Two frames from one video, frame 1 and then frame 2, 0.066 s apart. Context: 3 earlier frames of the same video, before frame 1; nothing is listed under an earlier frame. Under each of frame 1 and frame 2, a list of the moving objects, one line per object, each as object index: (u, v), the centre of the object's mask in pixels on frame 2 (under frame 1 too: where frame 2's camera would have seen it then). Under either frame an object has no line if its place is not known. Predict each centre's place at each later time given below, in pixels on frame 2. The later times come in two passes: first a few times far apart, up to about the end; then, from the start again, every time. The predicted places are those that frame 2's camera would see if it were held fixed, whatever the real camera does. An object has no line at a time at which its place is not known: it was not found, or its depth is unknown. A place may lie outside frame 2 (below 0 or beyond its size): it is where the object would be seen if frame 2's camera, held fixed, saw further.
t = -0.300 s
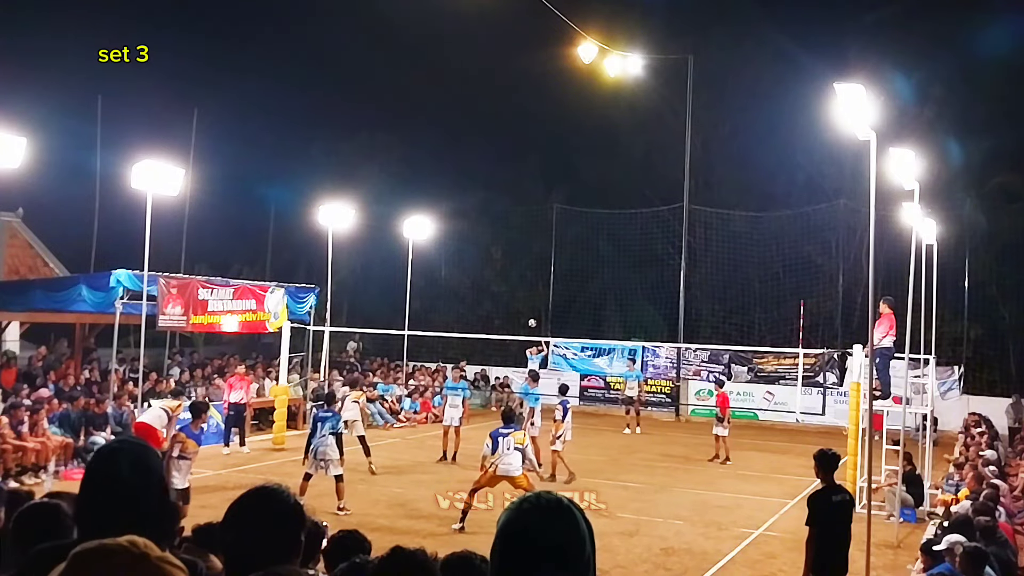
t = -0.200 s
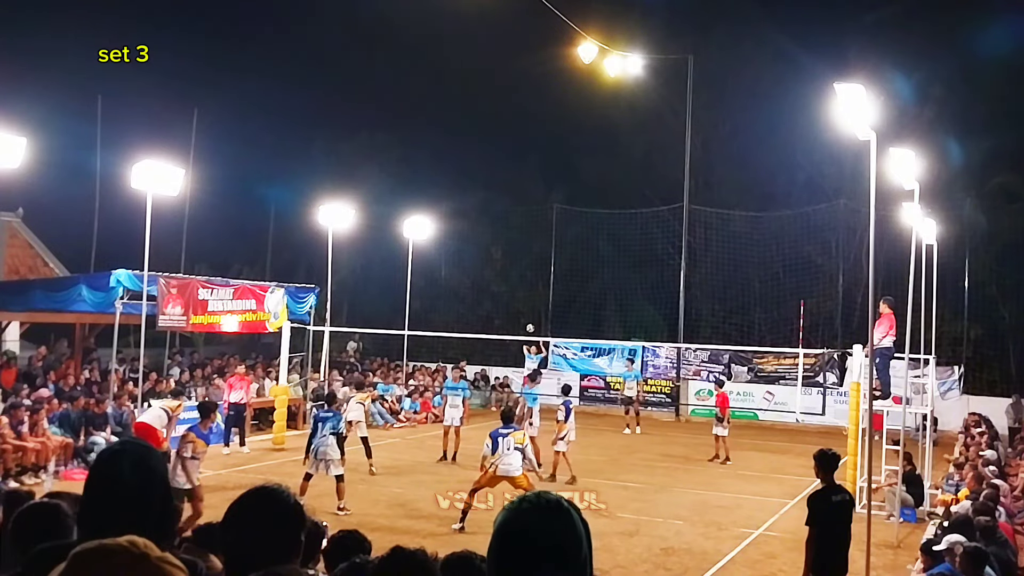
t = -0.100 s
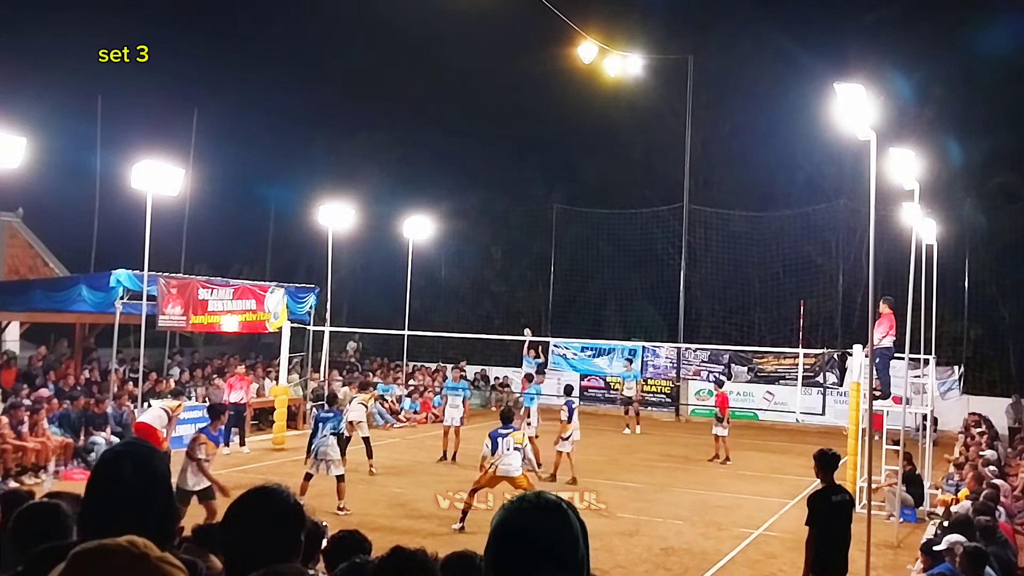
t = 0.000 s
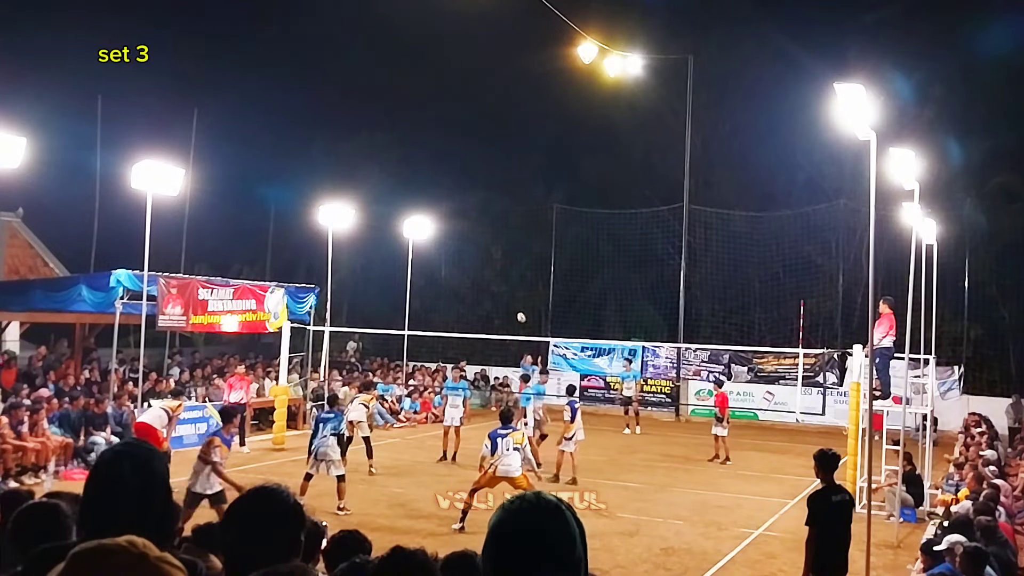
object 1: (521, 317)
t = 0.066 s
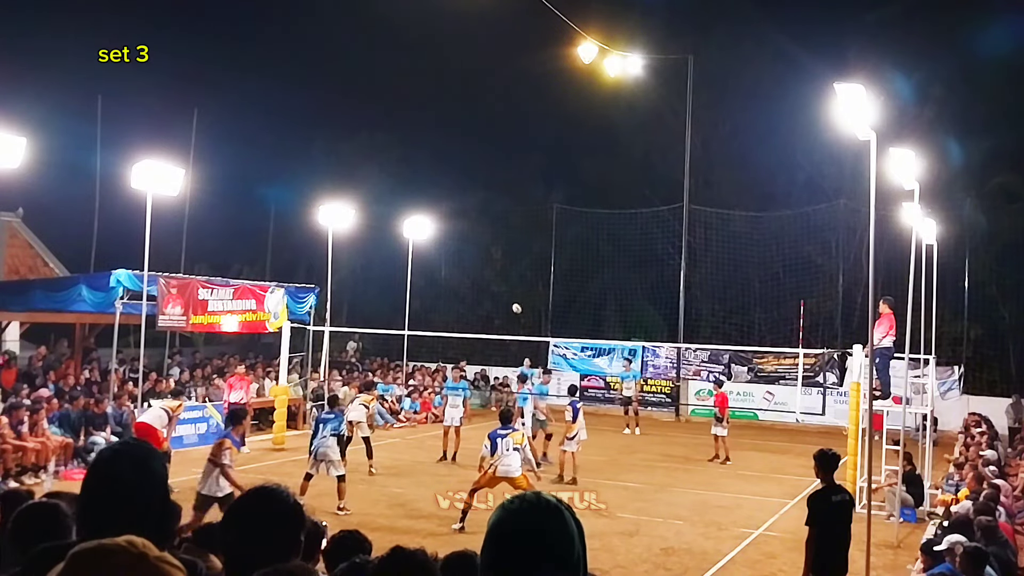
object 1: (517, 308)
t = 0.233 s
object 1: (505, 291)
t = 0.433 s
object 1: (492, 281)
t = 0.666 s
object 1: (477, 290)
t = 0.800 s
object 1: (466, 309)
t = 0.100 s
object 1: (514, 304)
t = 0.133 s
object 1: (512, 300)
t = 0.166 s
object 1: (509, 297)
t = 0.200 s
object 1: (507, 293)
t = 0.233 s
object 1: (505, 291)
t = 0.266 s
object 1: (503, 288)
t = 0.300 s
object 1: (501, 286)
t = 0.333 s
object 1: (499, 284)
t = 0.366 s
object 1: (496, 283)
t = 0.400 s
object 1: (494, 282)
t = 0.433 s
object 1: (492, 281)
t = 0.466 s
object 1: (490, 281)
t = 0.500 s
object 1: (488, 281)
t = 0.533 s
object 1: (486, 282)
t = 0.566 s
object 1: (484, 283)
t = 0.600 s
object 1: (482, 285)
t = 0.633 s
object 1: (480, 287)
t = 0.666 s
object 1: (477, 290)
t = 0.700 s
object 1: (474, 294)
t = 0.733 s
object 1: (471, 298)
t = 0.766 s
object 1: (468, 304)
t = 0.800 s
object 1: (466, 309)
